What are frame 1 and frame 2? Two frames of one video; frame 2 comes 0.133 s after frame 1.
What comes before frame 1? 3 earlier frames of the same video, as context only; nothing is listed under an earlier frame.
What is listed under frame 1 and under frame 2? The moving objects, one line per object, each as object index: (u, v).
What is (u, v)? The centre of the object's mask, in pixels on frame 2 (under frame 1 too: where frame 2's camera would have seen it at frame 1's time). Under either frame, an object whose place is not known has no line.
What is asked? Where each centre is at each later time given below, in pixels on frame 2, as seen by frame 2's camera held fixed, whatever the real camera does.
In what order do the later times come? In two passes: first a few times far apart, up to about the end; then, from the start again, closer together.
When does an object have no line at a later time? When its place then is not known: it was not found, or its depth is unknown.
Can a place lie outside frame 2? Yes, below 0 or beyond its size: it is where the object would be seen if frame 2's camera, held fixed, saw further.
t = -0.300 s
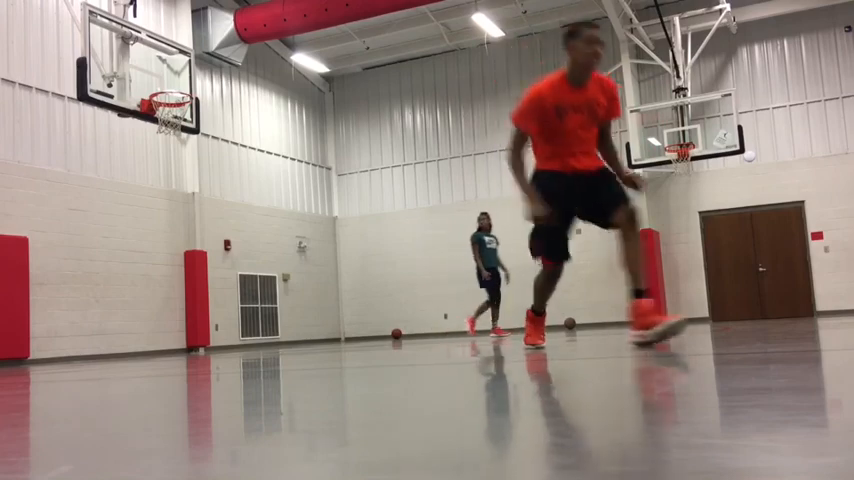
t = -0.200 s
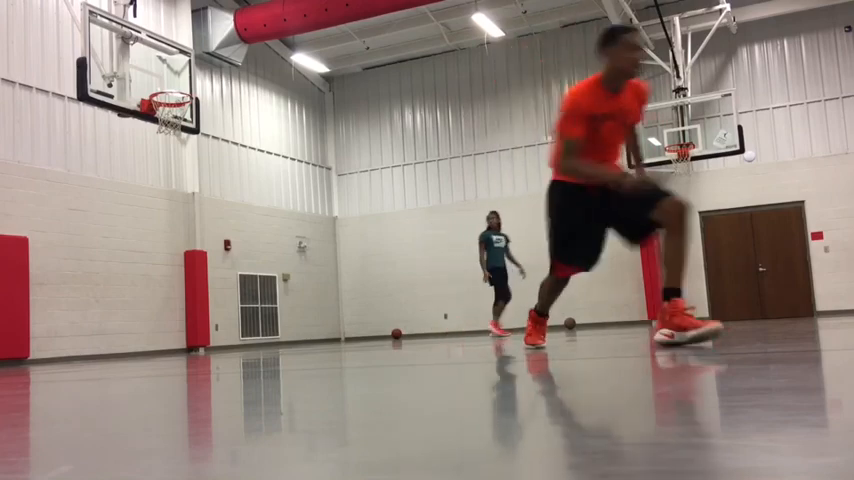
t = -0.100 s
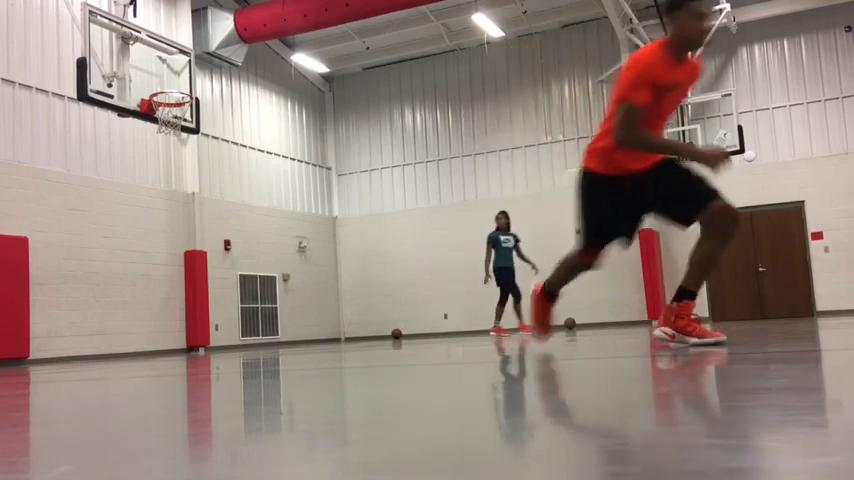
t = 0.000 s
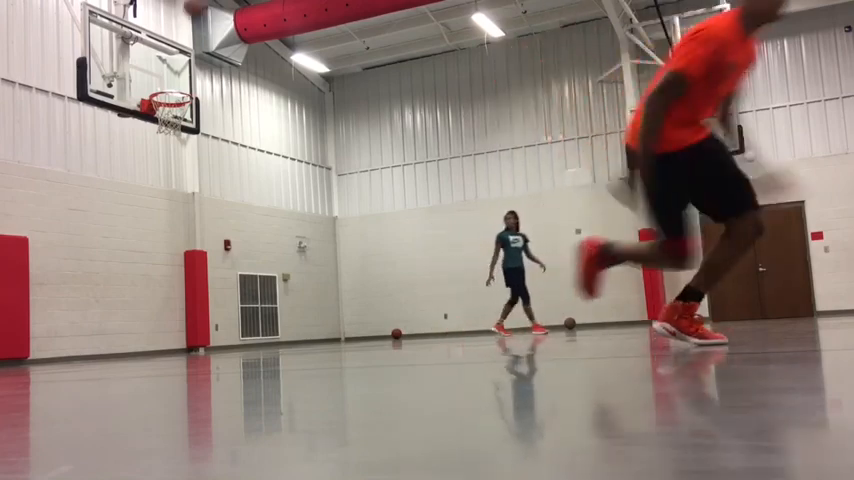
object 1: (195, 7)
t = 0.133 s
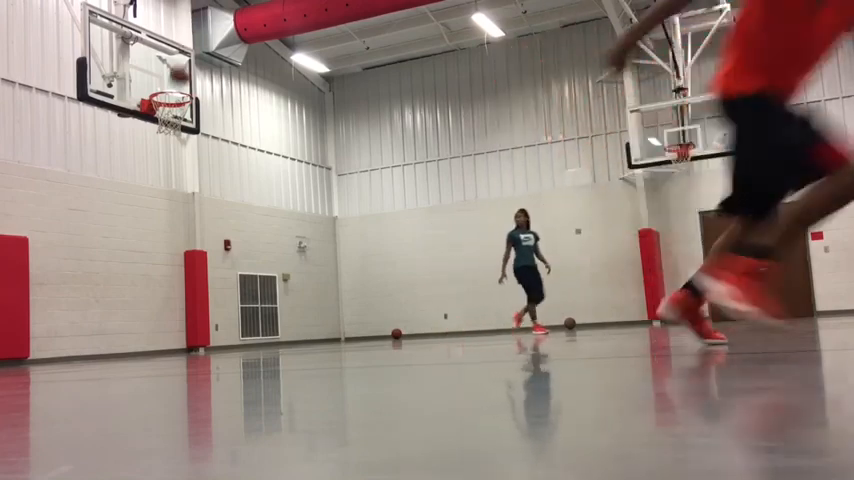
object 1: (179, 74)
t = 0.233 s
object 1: (171, 121)
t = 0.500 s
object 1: (162, 174)
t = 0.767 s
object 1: (155, 283)
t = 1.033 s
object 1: (148, 289)
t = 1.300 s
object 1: (141, 222)
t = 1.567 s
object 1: (135, 212)
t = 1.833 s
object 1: (131, 260)
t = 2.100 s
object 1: (126, 336)
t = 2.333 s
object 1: (120, 271)
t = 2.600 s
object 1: (114, 256)
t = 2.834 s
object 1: (109, 293)
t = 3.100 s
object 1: (104, 323)
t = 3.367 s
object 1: (99, 285)
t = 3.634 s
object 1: (95, 312)
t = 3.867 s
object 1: (91, 329)
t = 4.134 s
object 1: (89, 306)
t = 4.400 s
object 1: (87, 352)
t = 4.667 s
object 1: (83, 320)
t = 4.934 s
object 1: (80, 350)
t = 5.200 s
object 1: (77, 331)
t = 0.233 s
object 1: (171, 121)
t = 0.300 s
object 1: (168, 129)
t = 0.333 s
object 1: (168, 134)
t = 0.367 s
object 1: (166, 140)
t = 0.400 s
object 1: (166, 147)
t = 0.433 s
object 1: (164, 156)
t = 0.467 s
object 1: (163, 165)
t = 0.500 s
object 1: (162, 174)
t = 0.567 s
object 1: (160, 196)
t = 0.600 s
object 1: (159, 209)
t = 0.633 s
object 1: (158, 222)
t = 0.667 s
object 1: (158, 235)
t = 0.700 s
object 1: (156, 251)
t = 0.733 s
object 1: (156, 267)
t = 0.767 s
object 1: (155, 283)
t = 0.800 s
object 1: (154, 302)
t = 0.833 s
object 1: (153, 319)
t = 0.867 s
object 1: (152, 339)
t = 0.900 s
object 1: (151, 343)
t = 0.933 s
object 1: (150, 328)
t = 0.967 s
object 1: (150, 315)
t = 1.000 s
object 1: (149, 301)
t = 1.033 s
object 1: (148, 289)
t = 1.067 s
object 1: (147, 278)
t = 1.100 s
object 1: (146, 267)
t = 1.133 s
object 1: (145, 258)
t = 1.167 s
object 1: (144, 249)
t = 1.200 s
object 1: (143, 241)
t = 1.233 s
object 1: (142, 234)
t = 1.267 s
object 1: (142, 228)
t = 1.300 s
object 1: (141, 222)
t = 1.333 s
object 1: (140, 218)
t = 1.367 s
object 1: (140, 215)
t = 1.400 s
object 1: (139, 212)
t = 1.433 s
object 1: (138, 210)
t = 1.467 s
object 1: (137, 209)
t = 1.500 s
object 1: (137, 209)
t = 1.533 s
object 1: (136, 210)
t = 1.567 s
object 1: (135, 212)
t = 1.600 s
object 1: (135, 215)
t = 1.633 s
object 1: (134, 218)
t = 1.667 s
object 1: (133, 223)
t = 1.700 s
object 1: (133, 229)
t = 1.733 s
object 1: (132, 235)
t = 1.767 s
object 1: (132, 243)
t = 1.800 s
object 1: (131, 251)
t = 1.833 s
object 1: (131, 260)
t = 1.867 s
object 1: (130, 271)
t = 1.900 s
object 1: (130, 282)
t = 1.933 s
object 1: (129, 294)
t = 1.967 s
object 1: (129, 308)
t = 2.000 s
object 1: (128, 323)
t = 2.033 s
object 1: (128, 338)
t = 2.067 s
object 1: (127, 348)
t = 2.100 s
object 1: (126, 336)
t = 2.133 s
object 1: (125, 323)
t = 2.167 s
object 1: (125, 312)
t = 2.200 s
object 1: (124, 302)
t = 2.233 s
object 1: (123, 293)
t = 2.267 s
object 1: (122, 285)
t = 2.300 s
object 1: (121, 278)
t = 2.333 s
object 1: (120, 271)
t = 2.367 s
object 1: (120, 266)
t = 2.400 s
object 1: (119, 262)
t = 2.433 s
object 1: (118, 259)
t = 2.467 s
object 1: (117, 256)
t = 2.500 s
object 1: (117, 254)
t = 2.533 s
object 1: (116, 254)
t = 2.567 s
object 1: (115, 254)
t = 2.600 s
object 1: (114, 256)
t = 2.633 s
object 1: (114, 258)
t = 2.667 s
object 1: (113, 261)
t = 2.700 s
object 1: (112, 265)
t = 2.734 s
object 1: (111, 271)
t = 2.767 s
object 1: (111, 277)
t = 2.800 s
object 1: (110, 284)
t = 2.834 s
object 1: (109, 293)
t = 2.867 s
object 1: (109, 302)
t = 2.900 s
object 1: (108, 313)
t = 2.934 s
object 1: (107, 324)
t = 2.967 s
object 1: (107, 337)
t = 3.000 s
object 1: (106, 350)
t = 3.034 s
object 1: (105, 342)
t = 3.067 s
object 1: (105, 332)
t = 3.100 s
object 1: (104, 323)
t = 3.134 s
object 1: (104, 315)
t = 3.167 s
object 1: (103, 308)
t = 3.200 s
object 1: (102, 302)
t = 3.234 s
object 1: (102, 296)
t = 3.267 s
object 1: (101, 292)
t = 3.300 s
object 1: (100, 289)
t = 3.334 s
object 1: (100, 287)
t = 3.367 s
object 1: (99, 285)
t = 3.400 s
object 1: (98, 285)
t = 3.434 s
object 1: (98, 286)
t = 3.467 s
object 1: (97, 288)
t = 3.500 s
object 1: (97, 291)
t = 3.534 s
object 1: (96, 295)
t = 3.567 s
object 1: (96, 299)
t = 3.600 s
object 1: (95, 305)
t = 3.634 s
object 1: (95, 312)
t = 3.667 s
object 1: (94, 321)
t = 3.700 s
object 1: (94, 330)
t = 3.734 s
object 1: (93, 340)
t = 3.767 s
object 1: (93, 351)
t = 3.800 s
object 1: (92, 345)
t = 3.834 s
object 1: (92, 336)
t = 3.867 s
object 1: (91, 329)
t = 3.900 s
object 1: (91, 322)
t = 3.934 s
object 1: (91, 317)
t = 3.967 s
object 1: (90, 313)
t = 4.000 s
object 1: (90, 309)
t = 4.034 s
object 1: (90, 307)
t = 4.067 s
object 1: (89, 306)
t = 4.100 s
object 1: (89, 306)
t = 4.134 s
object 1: (89, 306)
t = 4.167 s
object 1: (89, 308)
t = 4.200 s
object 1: (88, 312)
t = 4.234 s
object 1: (88, 316)
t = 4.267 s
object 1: (87, 321)
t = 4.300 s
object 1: (87, 327)
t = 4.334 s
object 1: (87, 335)
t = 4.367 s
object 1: (87, 343)
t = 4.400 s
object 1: (87, 352)
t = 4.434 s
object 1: (86, 346)
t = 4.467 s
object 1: (85, 339)
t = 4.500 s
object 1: (85, 333)
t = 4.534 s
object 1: (85, 328)
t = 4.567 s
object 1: (84, 324)
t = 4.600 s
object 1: (84, 322)
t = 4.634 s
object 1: (83, 320)
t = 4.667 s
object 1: (83, 320)
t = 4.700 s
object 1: (83, 321)
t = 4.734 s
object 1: (82, 322)
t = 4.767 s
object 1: (82, 325)
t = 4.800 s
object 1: (82, 329)
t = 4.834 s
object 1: (81, 334)
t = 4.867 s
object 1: (81, 341)
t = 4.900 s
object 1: (81, 348)
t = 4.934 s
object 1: (80, 350)
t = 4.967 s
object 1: (80, 345)
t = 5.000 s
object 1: (79, 339)
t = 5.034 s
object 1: (79, 335)
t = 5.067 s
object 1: (79, 332)
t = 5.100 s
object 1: (78, 330)
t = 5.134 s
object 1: (78, 329)
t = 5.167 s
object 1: (78, 329)
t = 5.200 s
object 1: (77, 331)
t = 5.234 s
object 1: (77, 333)
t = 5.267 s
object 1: (76, 337)
